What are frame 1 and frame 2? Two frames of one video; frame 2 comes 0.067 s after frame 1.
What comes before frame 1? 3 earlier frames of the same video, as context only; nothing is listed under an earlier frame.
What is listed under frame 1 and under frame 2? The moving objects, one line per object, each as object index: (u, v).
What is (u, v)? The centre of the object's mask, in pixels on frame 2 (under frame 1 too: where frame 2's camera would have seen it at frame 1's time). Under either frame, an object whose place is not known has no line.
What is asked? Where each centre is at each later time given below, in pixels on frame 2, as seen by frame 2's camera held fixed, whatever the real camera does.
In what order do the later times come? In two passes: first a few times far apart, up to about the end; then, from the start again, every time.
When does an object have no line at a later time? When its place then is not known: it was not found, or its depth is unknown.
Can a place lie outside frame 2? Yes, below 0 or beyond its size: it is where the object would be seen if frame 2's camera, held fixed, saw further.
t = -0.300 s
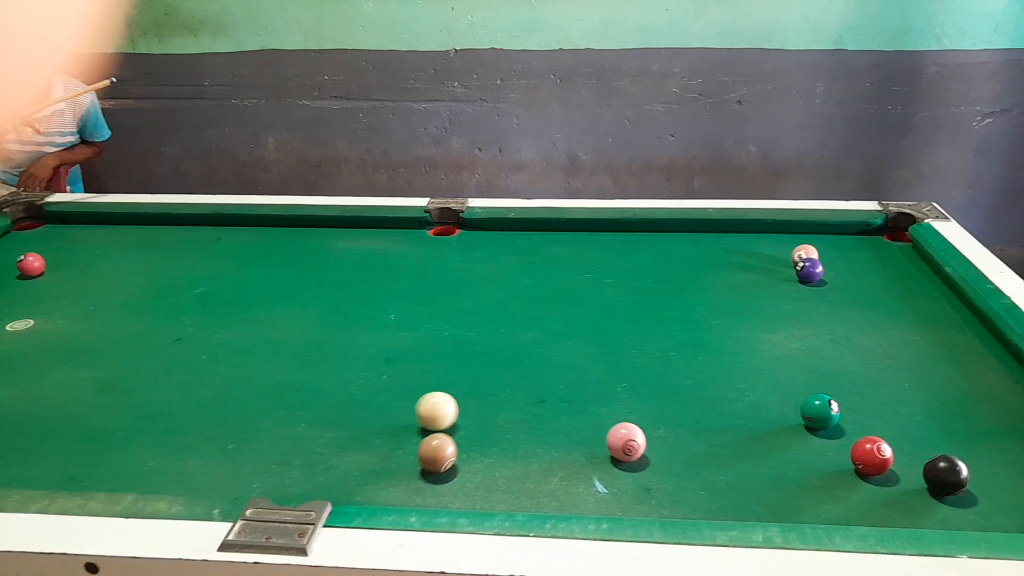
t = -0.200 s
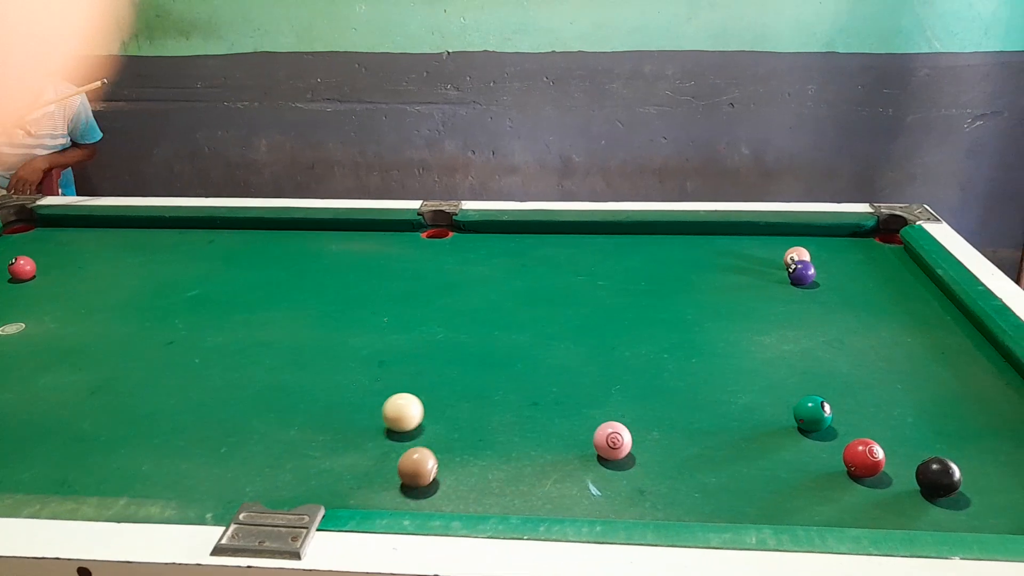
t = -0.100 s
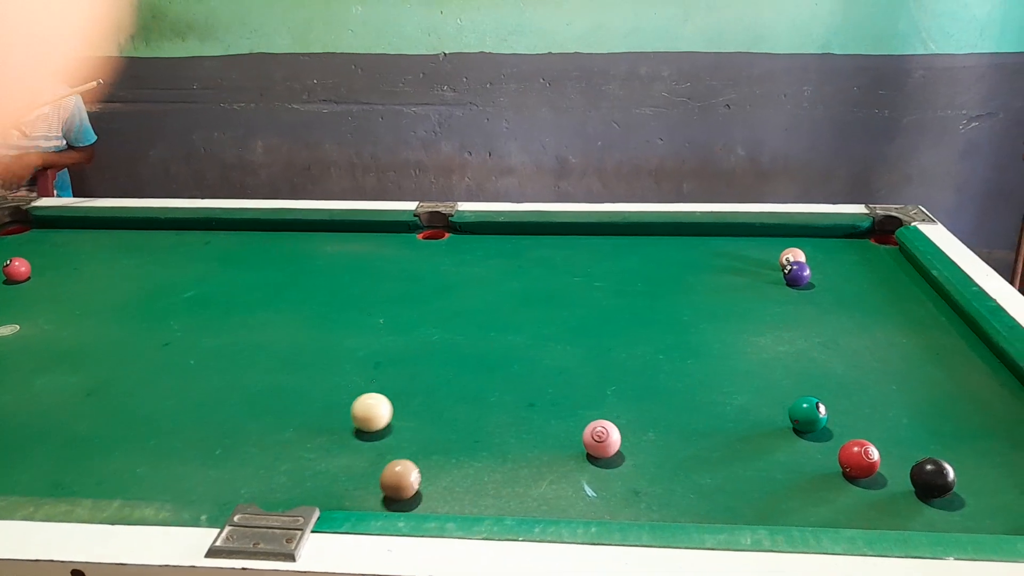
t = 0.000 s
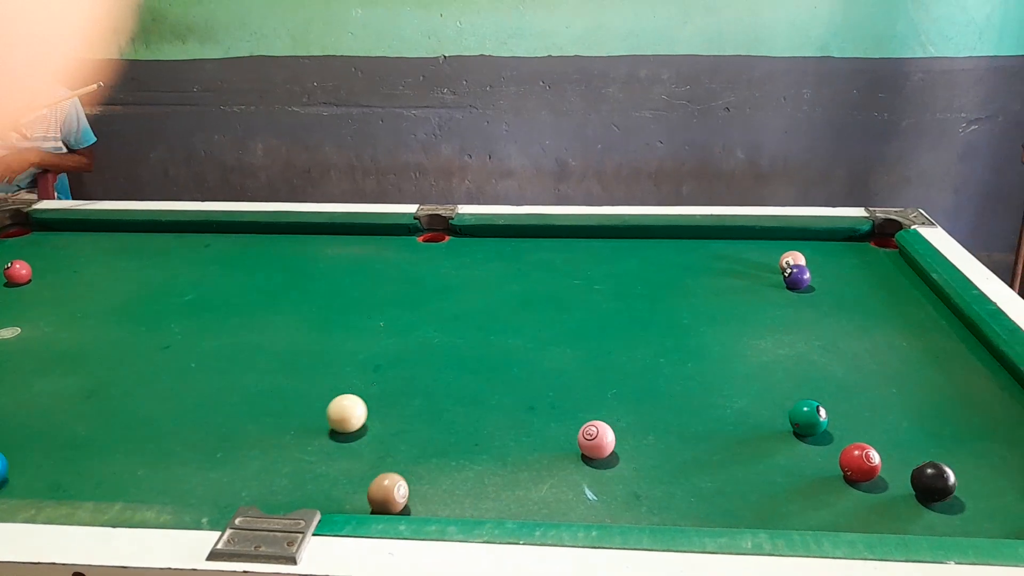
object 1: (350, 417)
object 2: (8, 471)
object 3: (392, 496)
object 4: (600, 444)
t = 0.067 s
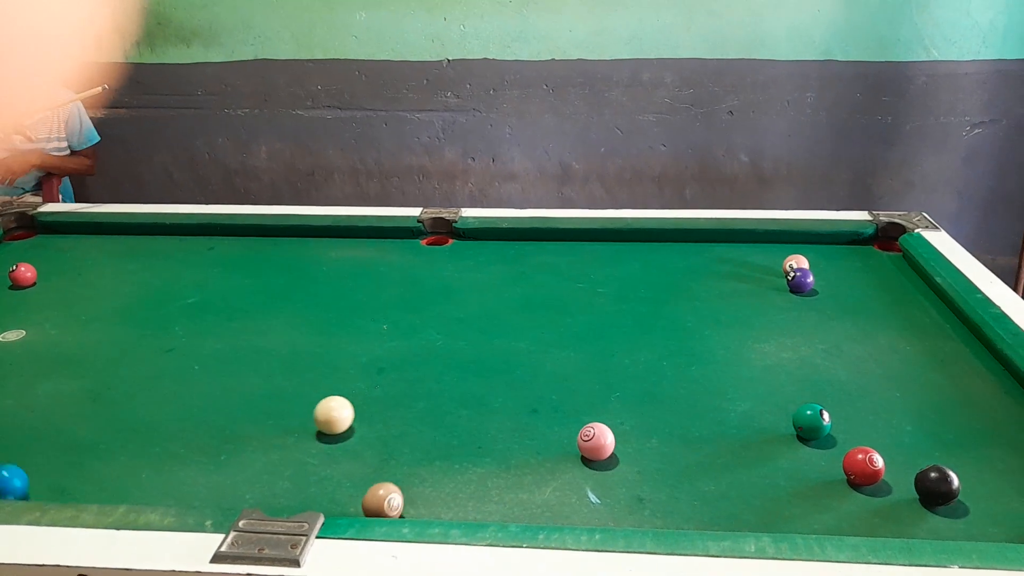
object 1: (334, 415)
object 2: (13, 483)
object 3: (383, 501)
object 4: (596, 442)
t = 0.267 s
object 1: (287, 412)
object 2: (85, 479)
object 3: (372, 498)
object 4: (588, 439)
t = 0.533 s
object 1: (230, 408)
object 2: (190, 454)
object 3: (364, 483)
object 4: (580, 437)
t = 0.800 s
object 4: (577, 435)
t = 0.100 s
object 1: (326, 415)
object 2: (16, 486)
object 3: (379, 503)
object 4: (595, 442)
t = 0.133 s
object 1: (318, 414)
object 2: (26, 488)
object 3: (377, 504)
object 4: (593, 441)
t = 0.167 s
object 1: (310, 414)
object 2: (42, 487)
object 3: (376, 502)
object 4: (592, 440)
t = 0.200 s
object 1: (302, 413)
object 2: (56, 485)
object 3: (374, 501)
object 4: (590, 440)
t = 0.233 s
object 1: (295, 412)
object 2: (71, 482)
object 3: (373, 499)
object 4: (589, 439)
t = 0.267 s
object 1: (287, 412)
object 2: (85, 479)
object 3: (372, 498)
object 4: (588, 439)
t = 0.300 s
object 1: (280, 411)
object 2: (99, 476)
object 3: (371, 496)
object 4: (586, 439)
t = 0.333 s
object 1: (272, 411)
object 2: (113, 473)
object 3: (370, 495)
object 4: (585, 438)
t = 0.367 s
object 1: (265, 410)
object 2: (127, 469)
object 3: (368, 492)
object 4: (584, 438)
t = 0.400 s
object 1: (258, 409)
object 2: (140, 465)
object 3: (367, 491)
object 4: (583, 438)
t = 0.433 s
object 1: (251, 409)
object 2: (153, 463)
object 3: (366, 488)
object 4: (582, 437)
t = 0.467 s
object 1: (243, 409)
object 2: (165, 459)
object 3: (365, 486)
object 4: (581, 437)
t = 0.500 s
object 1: (236, 408)
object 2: (177, 456)
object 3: (365, 484)
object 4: (580, 437)
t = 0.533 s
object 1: (230, 408)
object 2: (190, 454)
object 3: (364, 483)
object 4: (580, 437)
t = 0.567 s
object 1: (223, 407)
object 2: (202, 450)
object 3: (363, 481)
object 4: (579, 436)
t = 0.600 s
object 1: (216, 407)
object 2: (212, 448)
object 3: (362, 480)
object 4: (579, 436)
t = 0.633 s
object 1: (210, 407)
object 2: (224, 444)
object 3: (362, 478)
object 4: (578, 436)
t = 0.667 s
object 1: (203, 406)
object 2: (235, 442)
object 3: (361, 477)
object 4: (578, 436)
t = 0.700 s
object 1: (197, 406)
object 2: (246, 439)
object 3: (360, 476)
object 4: (578, 436)
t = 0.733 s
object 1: (191, 406)
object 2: (257, 436)
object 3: (360, 475)
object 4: (578, 435)
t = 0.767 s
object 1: (184, 405)
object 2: (267, 433)
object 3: (359, 474)
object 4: (578, 435)
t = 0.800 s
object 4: (577, 435)
